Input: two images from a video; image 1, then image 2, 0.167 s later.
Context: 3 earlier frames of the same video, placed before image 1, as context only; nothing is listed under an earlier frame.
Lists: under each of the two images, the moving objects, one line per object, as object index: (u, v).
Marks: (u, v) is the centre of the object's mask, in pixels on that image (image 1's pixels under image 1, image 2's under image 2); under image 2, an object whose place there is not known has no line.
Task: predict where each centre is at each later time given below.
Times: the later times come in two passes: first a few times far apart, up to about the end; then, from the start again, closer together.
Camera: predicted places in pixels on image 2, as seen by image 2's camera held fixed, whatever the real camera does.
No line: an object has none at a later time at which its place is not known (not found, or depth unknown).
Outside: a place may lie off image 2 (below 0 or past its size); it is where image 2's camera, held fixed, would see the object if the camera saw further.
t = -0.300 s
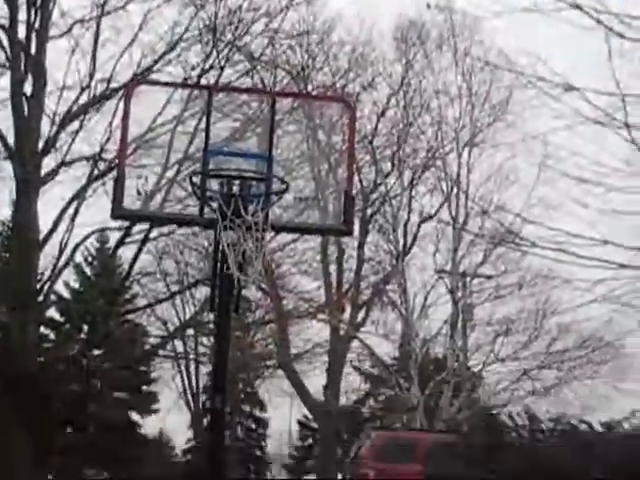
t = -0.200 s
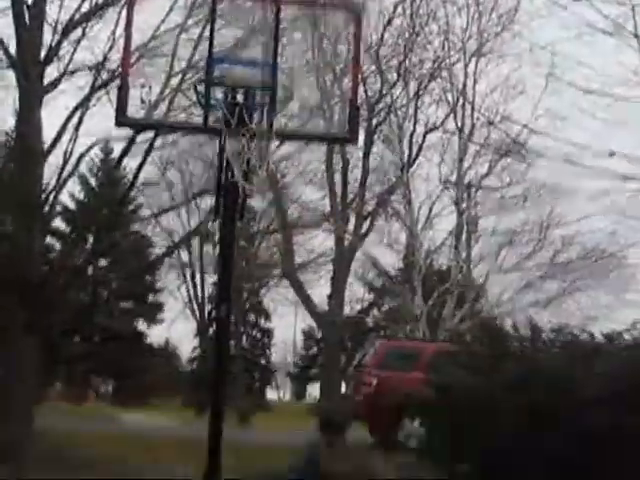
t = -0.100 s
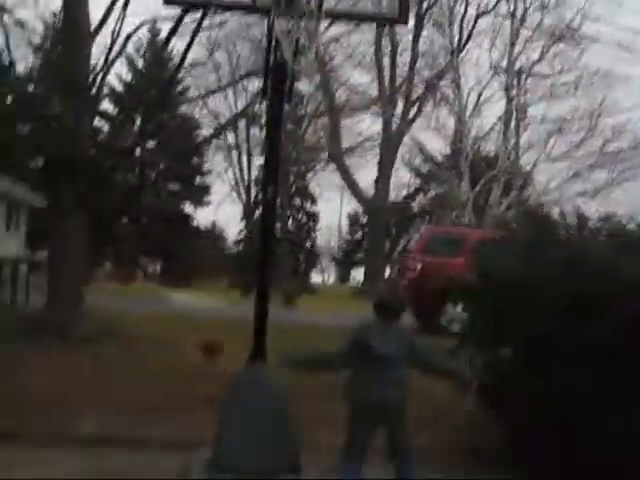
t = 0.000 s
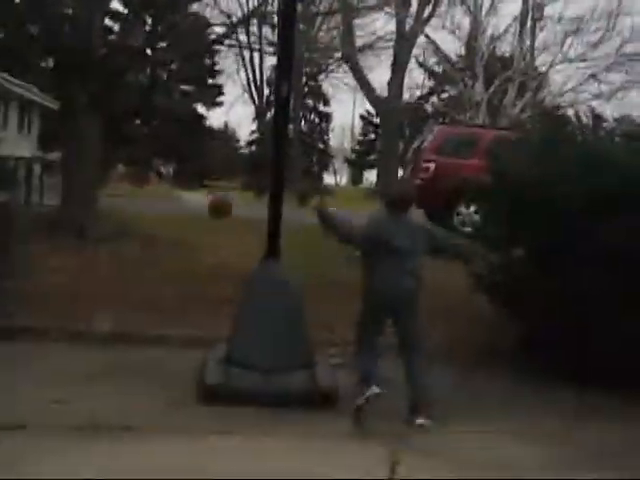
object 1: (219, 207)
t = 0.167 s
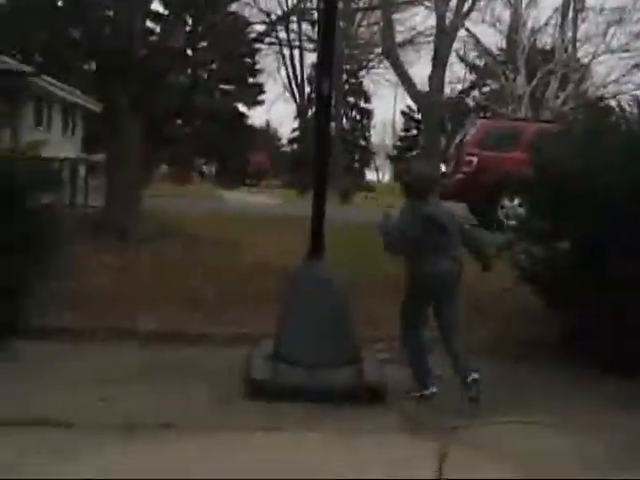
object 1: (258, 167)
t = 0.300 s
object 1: (248, 153)
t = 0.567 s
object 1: (226, 187)
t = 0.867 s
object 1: (210, 276)
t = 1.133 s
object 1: (208, 240)
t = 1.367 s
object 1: (208, 270)
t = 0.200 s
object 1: (253, 157)
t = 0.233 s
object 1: (251, 155)
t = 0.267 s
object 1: (248, 153)
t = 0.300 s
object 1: (248, 153)
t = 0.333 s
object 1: (246, 155)
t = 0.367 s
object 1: (242, 159)
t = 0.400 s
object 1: (238, 157)
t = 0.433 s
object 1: (236, 160)
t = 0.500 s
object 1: (231, 173)
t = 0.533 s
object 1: (229, 179)
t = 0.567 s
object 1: (226, 187)
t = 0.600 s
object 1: (224, 198)
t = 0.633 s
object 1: (221, 208)
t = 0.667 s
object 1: (219, 221)
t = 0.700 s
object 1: (216, 234)
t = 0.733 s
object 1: (214, 248)
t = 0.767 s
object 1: (212, 266)
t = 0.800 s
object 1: (210, 277)
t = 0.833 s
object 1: (209, 279)
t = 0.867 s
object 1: (210, 276)
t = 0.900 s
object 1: (208, 268)
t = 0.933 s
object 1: (209, 261)
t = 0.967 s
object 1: (206, 255)
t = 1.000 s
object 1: (208, 248)
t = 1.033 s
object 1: (209, 245)
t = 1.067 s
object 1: (207, 243)
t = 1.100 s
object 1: (208, 240)
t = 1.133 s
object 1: (208, 240)
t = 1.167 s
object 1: (208, 241)
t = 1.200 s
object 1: (208, 242)
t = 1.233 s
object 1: (208, 245)
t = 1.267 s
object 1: (208, 248)
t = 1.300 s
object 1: (208, 255)
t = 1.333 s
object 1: (208, 260)
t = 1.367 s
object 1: (208, 270)
